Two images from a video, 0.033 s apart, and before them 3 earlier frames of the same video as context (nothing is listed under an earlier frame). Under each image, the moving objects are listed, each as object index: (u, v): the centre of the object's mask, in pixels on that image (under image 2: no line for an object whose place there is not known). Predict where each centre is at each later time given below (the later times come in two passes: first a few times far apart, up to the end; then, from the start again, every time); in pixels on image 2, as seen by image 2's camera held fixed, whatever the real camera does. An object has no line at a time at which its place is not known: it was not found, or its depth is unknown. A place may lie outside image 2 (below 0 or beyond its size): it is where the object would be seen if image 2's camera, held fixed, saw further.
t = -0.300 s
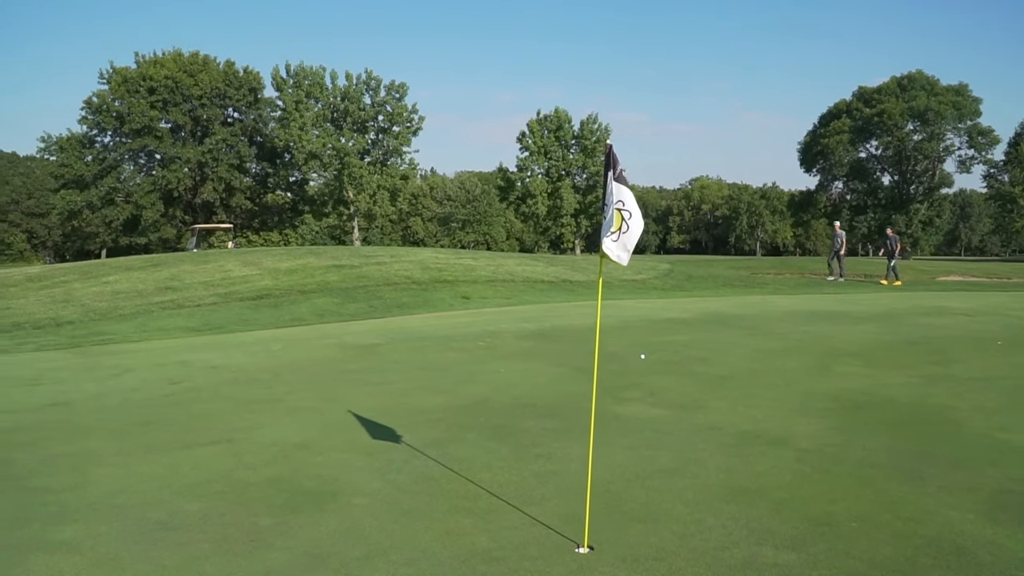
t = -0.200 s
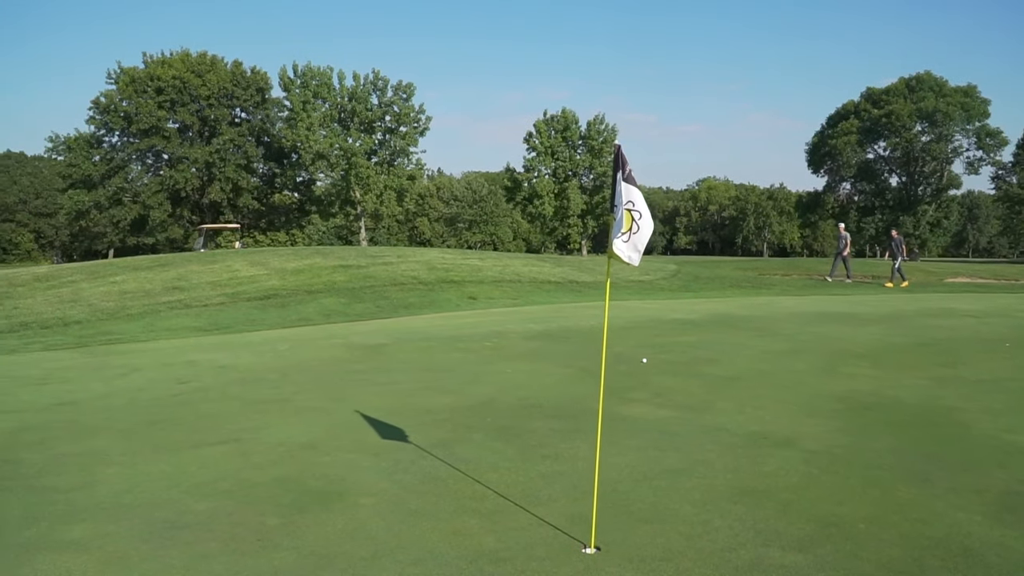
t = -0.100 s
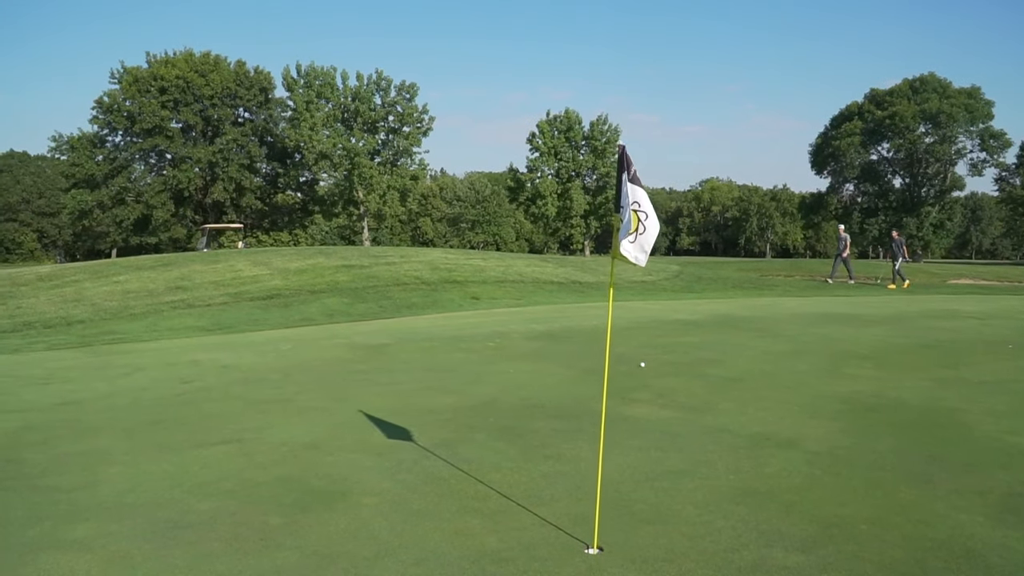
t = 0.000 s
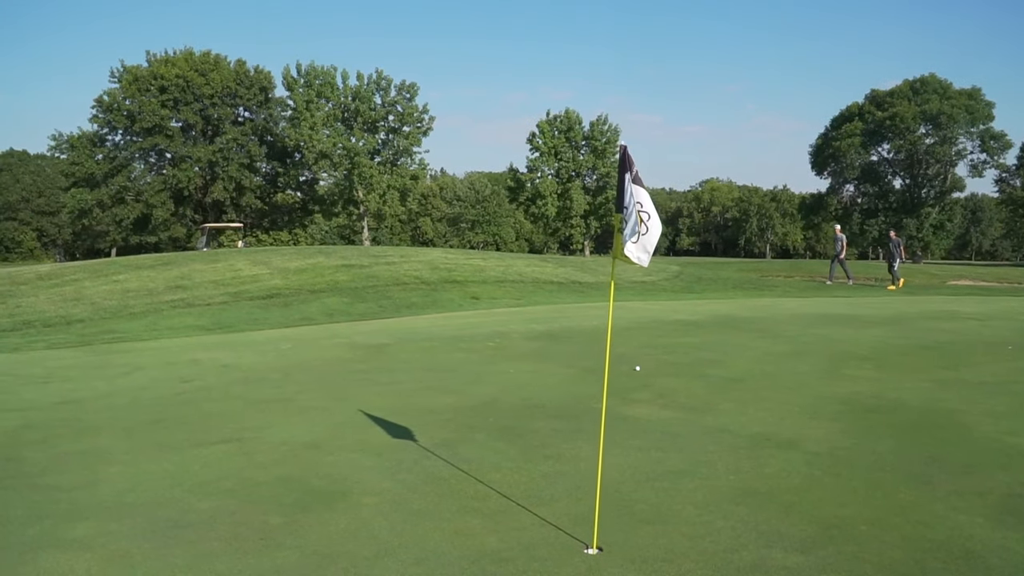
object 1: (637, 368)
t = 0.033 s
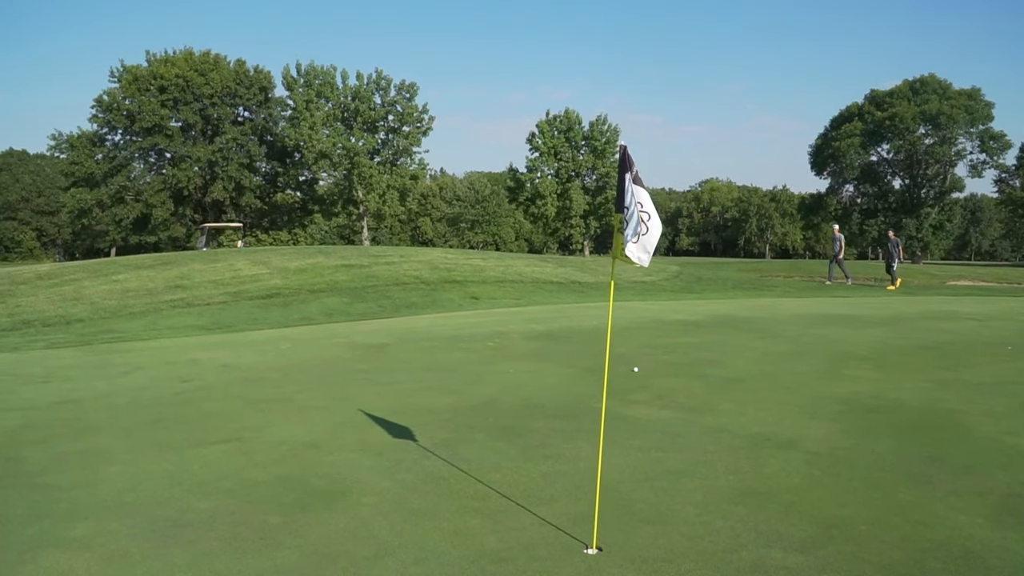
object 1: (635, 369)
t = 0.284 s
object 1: (624, 378)
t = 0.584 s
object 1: (612, 390)
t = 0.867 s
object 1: (600, 401)
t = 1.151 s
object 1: (591, 412)
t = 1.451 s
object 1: (585, 425)
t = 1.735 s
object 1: (581, 437)
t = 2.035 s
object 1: (579, 450)
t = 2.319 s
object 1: (582, 461)
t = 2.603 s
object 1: (588, 473)
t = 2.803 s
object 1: (593, 480)
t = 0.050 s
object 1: (634, 370)
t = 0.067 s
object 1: (633, 371)
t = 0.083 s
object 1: (633, 371)
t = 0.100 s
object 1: (632, 372)
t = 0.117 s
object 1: (631, 373)
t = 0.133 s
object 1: (630, 373)
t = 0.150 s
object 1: (630, 374)
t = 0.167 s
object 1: (629, 374)
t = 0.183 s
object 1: (628, 375)
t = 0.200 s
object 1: (627, 376)
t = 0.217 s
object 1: (627, 376)
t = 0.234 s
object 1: (626, 377)
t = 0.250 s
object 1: (625, 377)
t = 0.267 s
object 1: (625, 378)
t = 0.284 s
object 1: (624, 378)
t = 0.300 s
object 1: (623, 379)
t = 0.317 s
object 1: (623, 380)
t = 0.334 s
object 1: (622, 381)
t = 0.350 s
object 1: (621, 381)
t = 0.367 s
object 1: (620, 382)
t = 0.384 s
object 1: (620, 382)
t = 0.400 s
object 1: (619, 383)
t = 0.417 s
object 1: (618, 384)
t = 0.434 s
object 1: (618, 384)
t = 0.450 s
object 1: (617, 385)
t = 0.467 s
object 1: (616, 386)
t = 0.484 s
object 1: (615, 386)
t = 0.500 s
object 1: (615, 386)
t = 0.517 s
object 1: (614, 387)
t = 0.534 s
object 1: (613, 388)
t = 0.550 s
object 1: (613, 389)
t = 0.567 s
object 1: (612, 389)
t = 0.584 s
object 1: (612, 390)
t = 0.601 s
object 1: (611, 391)
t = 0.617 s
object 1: (610, 391)
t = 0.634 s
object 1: (610, 391)
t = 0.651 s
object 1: (609, 392)
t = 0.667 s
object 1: (608, 393)
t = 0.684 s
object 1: (608, 393)
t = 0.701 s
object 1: (608, 394)
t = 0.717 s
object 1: (607, 395)
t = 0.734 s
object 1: (607, 396)
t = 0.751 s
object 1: (606, 396)
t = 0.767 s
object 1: (606, 397)
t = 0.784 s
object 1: (605, 398)
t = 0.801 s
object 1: (605, 398)
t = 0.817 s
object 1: (605, 398)
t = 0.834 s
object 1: (601, 400)
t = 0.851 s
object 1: (601, 400)
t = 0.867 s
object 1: (600, 401)
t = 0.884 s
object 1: (599, 402)
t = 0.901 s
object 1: (598, 402)
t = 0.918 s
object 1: (598, 403)
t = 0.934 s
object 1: (598, 404)
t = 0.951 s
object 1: (597, 405)
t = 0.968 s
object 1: (597, 405)
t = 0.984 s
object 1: (596, 406)
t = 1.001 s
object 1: (596, 407)
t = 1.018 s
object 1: (595, 407)
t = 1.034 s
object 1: (594, 408)
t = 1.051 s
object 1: (594, 409)
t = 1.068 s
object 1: (594, 409)
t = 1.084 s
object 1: (593, 410)
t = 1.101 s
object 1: (593, 410)
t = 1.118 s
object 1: (592, 411)
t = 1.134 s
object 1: (592, 412)
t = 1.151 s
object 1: (591, 412)
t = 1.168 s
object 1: (591, 413)
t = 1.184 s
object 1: (591, 414)
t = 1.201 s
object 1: (590, 414)
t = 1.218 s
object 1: (590, 415)
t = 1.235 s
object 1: (589, 416)
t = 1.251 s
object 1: (589, 417)
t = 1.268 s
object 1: (588, 417)
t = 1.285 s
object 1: (588, 418)
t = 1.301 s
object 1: (588, 419)
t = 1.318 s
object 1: (587, 419)
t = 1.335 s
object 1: (587, 420)
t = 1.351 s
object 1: (587, 421)
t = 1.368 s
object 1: (586, 422)
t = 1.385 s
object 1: (586, 422)
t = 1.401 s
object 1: (586, 423)
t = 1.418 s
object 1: (585, 424)
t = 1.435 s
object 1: (585, 424)
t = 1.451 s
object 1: (585, 425)
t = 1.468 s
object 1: (585, 426)
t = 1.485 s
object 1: (584, 426)
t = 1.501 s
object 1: (584, 427)
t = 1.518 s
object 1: (584, 428)
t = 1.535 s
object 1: (584, 429)
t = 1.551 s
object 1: (583, 429)
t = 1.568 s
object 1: (583, 430)
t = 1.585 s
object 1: (583, 431)
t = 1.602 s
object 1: (583, 432)
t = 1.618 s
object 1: (582, 432)
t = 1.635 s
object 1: (582, 433)
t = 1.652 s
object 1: (582, 434)
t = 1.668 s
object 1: (582, 434)
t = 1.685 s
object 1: (581, 435)
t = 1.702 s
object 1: (581, 436)
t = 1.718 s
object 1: (581, 437)
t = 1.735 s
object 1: (581, 437)
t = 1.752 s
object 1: (581, 438)
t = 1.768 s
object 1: (581, 439)
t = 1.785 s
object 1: (580, 439)
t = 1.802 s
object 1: (580, 440)
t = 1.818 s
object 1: (580, 441)
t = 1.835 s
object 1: (580, 441)
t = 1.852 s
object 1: (580, 442)
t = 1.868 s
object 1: (580, 443)
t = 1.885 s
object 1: (580, 444)
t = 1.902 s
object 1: (580, 444)
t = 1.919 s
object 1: (579, 445)
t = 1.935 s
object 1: (579, 446)
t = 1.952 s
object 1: (579, 447)
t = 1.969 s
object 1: (579, 447)
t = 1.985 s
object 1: (579, 448)
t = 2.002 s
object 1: (580, 449)
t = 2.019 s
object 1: (580, 449)
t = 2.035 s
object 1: (579, 450)
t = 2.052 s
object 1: (579, 451)
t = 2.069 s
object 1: (580, 451)
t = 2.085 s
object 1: (580, 452)
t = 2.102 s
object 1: (580, 453)
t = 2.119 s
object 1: (580, 453)
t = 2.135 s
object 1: (580, 454)
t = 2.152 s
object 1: (580, 455)
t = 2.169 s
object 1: (580, 455)
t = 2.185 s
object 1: (580, 456)
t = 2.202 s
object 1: (580, 457)
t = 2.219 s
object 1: (581, 457)
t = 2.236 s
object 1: (581, 458)
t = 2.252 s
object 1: (581, 458)
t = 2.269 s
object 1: (581, 459)
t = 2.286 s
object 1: (581, 460)
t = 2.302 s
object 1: (582, 461)
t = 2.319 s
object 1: (582, 461)
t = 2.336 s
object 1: (582, 462)
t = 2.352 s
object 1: (582, 463)
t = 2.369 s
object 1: (583, 463)
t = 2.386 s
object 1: (583, 464)
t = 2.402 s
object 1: (583, 465)
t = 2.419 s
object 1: (584, 466)
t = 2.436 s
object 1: (584, 466)
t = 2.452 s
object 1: (584, 467)
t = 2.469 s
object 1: (585, 468)
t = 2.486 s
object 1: (585, 468)
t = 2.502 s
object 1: (585, 469)
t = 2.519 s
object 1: (586, 469)
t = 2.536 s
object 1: (586, 470)
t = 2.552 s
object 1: (587, 471)
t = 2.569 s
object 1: (587, 471)
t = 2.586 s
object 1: (587, 472)
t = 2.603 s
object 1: (588, 473)
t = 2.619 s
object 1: (588, 473)
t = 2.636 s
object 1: (589, 474)
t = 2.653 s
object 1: (589, 475)
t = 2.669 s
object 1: (590, 475)
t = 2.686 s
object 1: (590, 476)
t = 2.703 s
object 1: (590, 476)
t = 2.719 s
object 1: (591, 477)
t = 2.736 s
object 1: (591, 478)
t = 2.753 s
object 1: (592, 478)
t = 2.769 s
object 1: (592, 479)
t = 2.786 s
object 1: (592, 479)
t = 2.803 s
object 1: (593, 480)
